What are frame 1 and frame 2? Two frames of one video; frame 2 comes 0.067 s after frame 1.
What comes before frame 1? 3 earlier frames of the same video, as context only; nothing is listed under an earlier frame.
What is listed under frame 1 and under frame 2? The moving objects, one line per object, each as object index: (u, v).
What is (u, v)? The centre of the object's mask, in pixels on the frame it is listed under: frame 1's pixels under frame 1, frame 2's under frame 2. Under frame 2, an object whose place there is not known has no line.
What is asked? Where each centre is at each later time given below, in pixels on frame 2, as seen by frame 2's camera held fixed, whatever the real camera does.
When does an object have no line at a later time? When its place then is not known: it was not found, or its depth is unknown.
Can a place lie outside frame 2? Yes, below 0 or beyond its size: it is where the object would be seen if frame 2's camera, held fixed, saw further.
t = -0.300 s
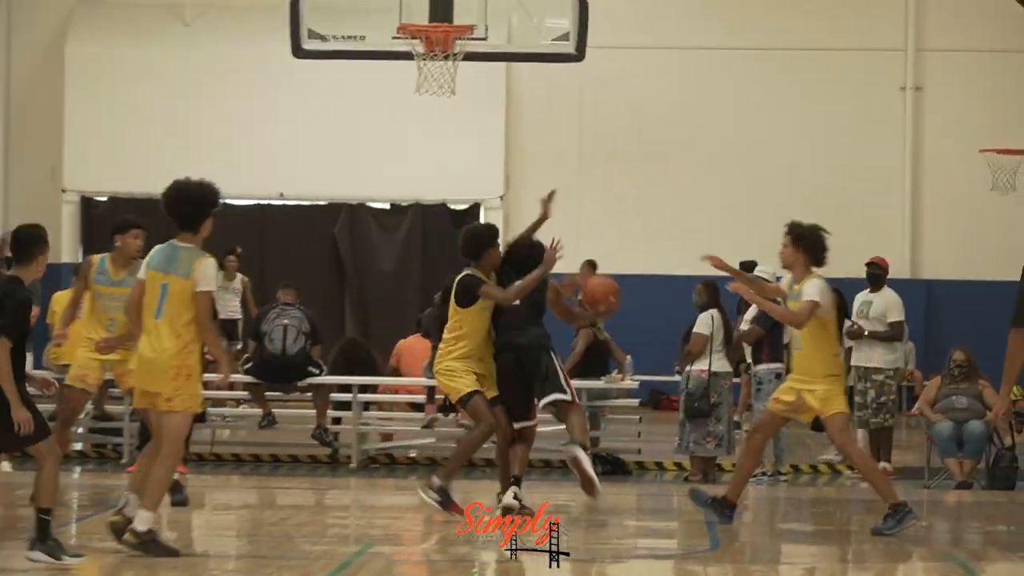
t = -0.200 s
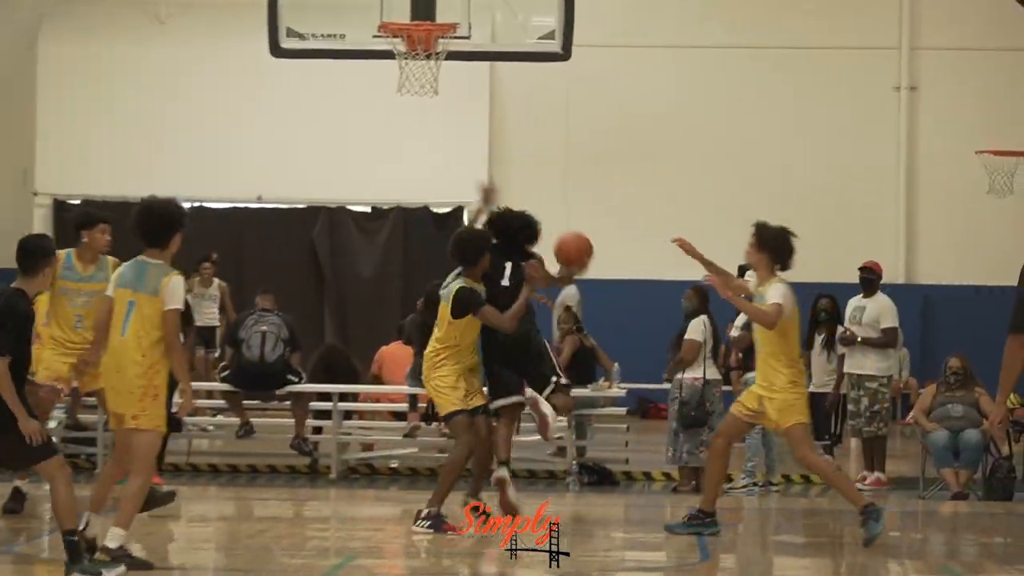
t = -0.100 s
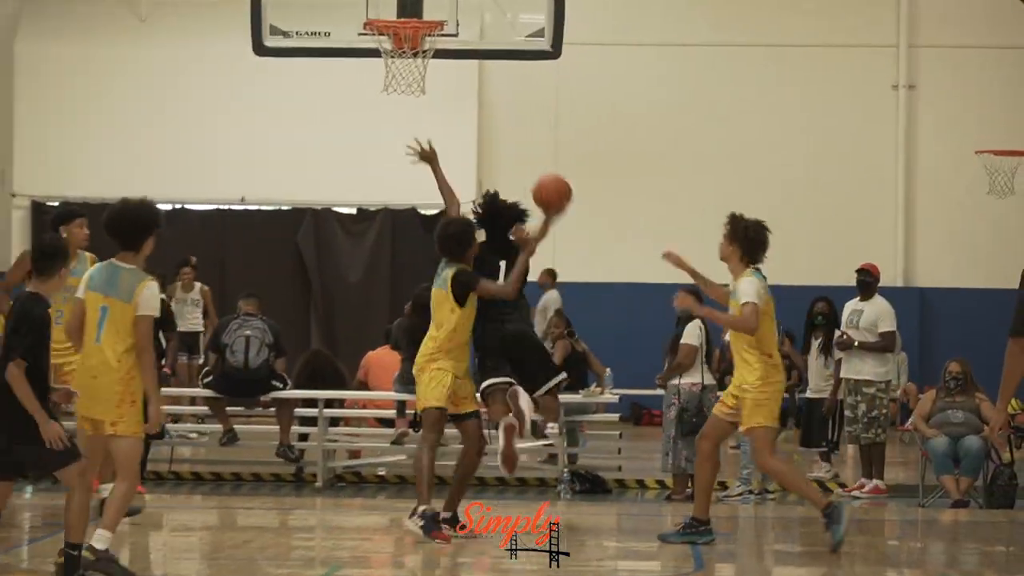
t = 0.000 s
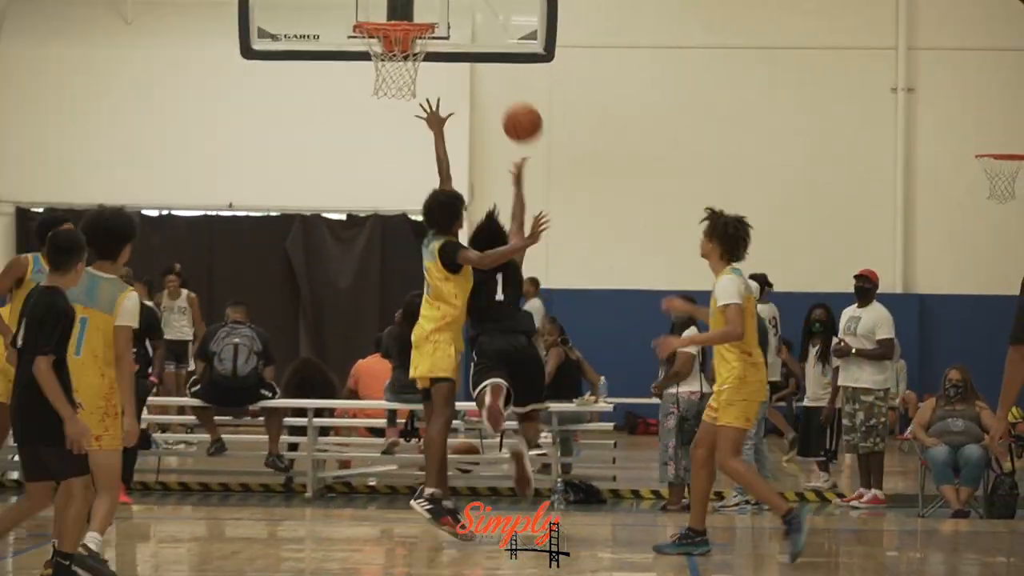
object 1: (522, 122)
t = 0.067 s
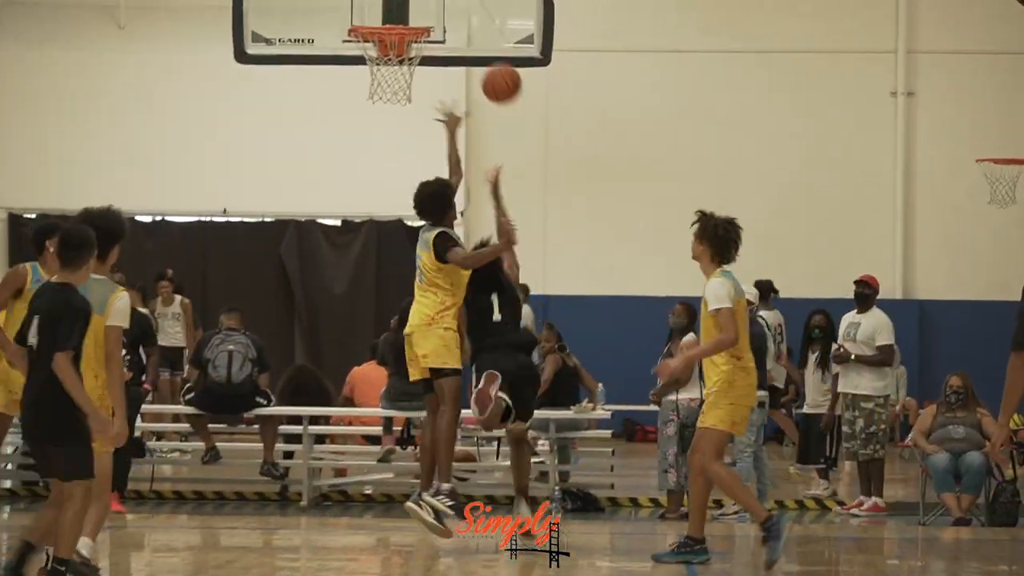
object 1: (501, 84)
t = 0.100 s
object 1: (493, 64)
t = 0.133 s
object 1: (484, 48)
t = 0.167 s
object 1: (475, 31)
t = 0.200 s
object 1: (467, 18)
